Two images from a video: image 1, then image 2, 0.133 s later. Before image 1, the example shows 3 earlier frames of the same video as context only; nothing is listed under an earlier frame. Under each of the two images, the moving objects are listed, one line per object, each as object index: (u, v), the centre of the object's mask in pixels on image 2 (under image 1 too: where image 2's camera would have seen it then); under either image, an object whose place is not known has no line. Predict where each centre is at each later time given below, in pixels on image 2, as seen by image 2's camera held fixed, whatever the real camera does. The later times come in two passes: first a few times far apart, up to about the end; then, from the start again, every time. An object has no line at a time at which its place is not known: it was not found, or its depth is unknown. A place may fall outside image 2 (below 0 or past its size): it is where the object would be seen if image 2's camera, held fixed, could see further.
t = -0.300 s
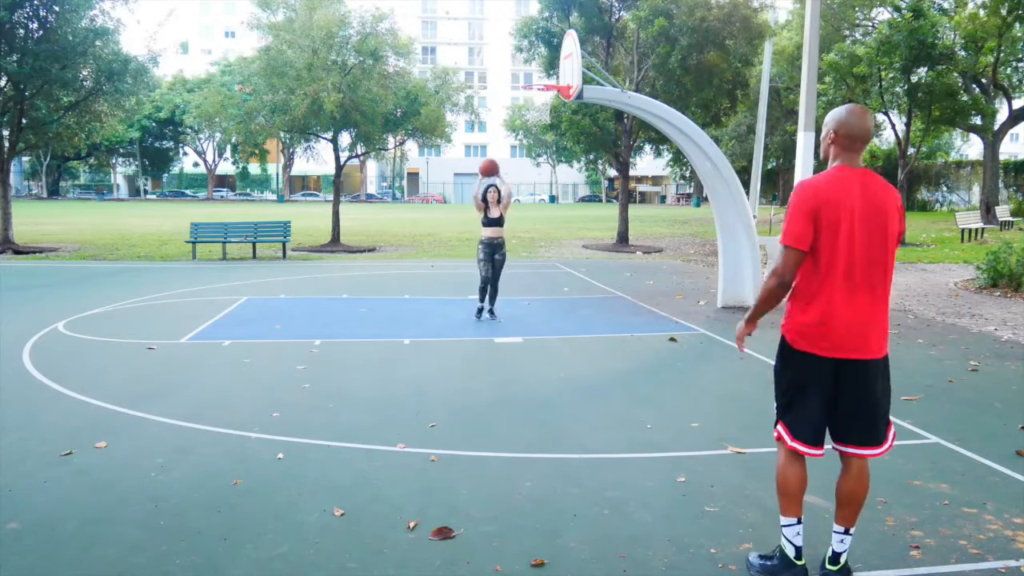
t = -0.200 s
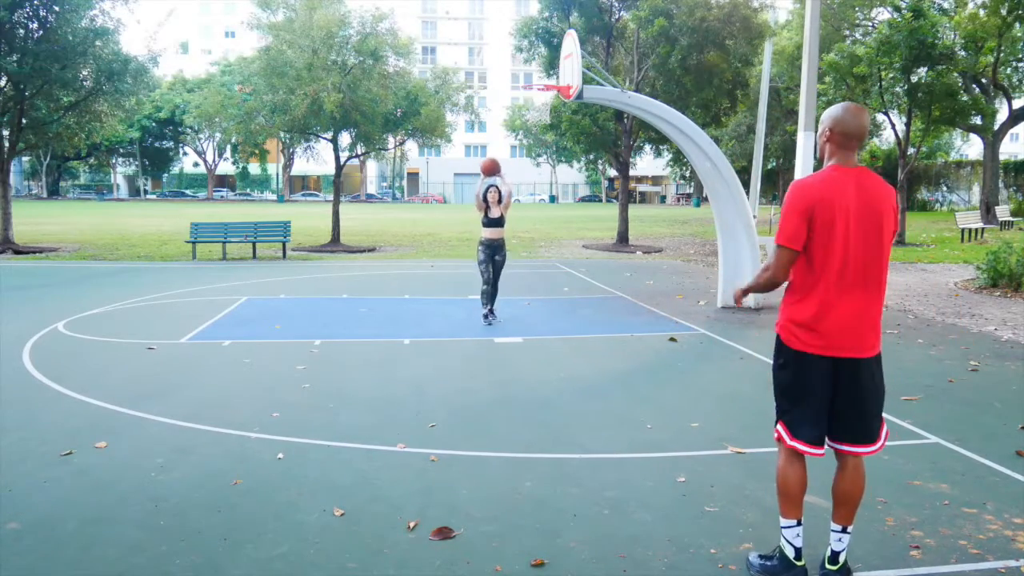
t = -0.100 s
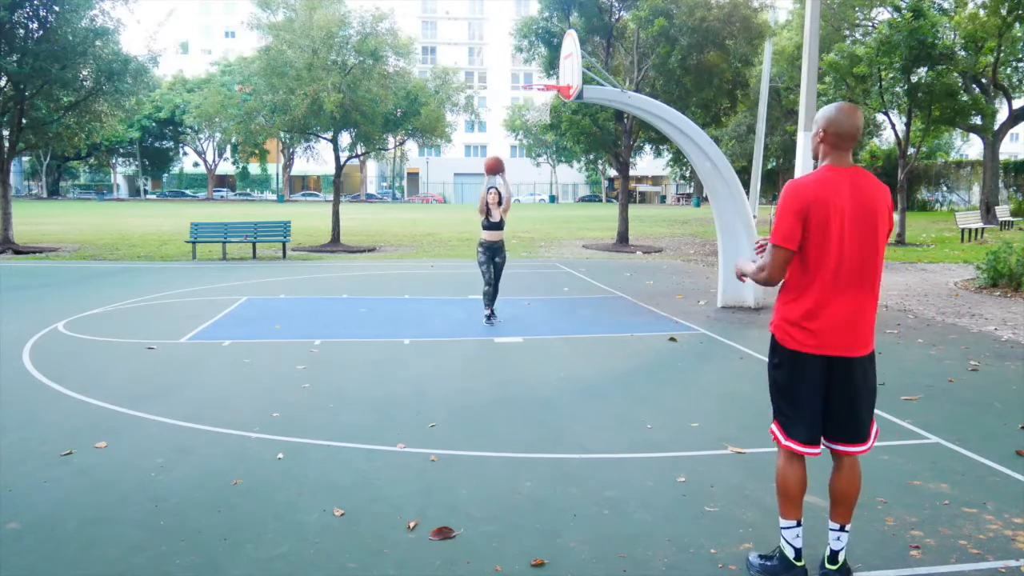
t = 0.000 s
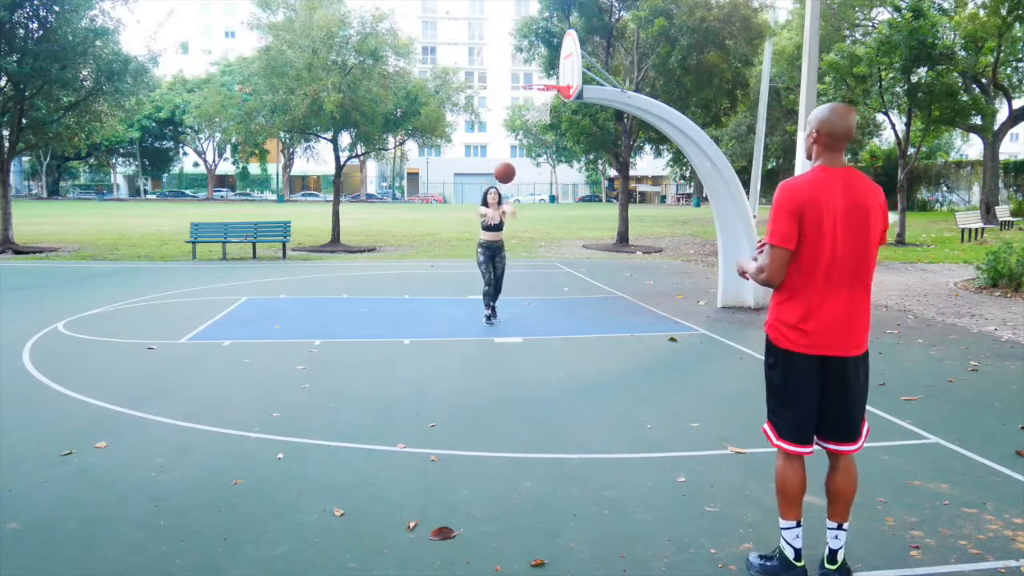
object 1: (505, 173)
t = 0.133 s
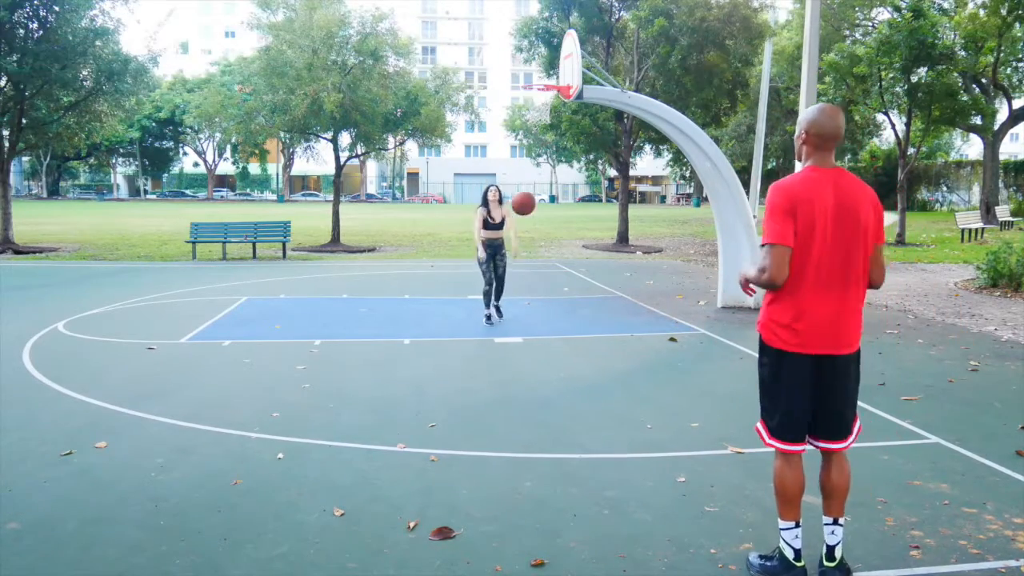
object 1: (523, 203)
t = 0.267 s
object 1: (547, 263)
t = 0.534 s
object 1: (603, 350)
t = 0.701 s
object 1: (634, 269)
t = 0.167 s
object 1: (528, 215)
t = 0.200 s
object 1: (534, 229)
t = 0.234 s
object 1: (540, 245)
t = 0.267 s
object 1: (547, 263)
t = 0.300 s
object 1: (554, 284)
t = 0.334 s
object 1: (561, 309)
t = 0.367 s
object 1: (569, 336)
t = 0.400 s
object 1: (577, 367)
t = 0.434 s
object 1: (587, 404)
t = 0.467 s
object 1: (592, 387)
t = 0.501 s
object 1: (598, 368)
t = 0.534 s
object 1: (603, 350)
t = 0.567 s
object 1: (609, 332)
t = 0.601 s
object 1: (614, 314)
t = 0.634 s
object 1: (621, 299)
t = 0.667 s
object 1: (627, 283)
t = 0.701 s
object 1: (634, 269)
